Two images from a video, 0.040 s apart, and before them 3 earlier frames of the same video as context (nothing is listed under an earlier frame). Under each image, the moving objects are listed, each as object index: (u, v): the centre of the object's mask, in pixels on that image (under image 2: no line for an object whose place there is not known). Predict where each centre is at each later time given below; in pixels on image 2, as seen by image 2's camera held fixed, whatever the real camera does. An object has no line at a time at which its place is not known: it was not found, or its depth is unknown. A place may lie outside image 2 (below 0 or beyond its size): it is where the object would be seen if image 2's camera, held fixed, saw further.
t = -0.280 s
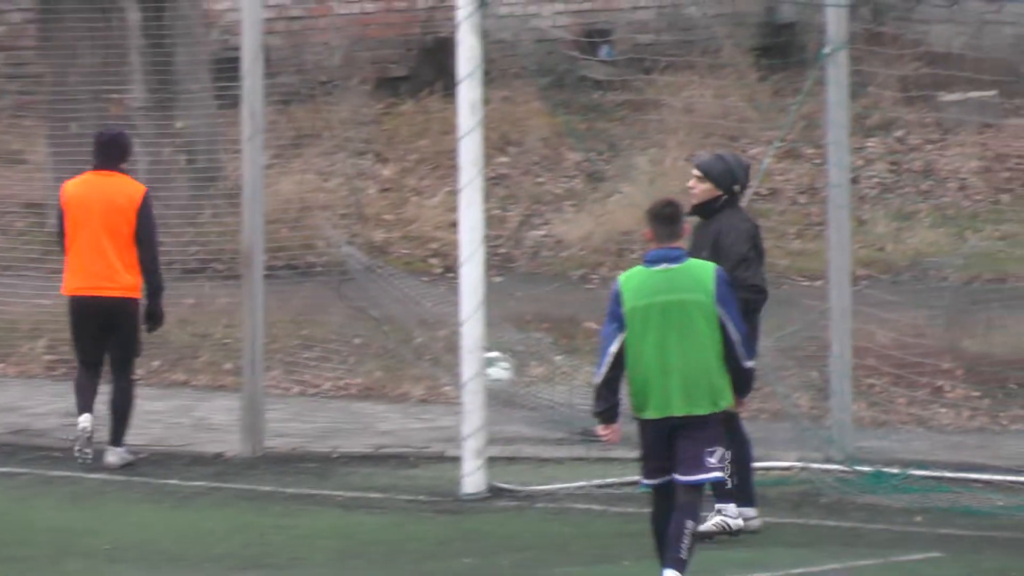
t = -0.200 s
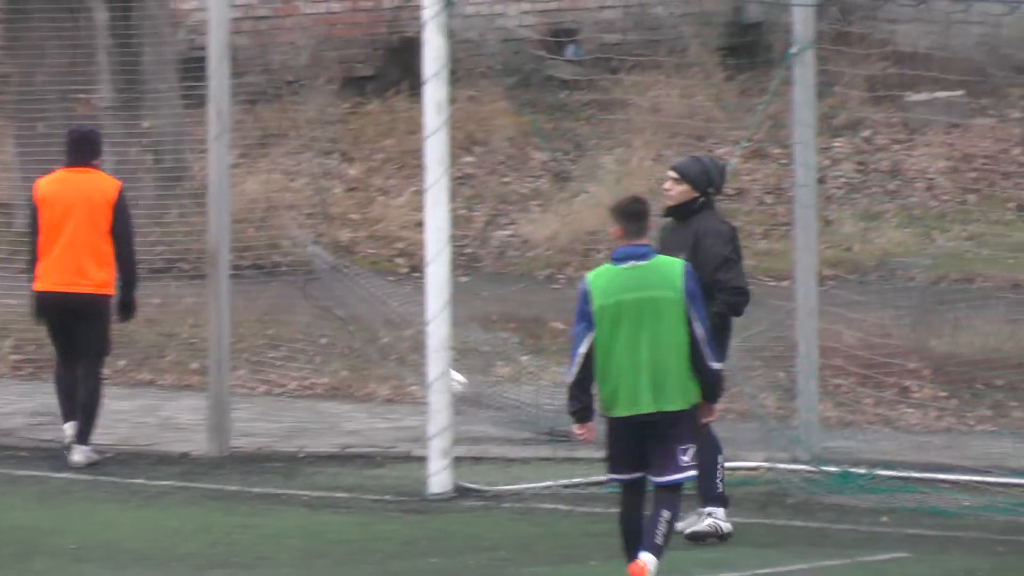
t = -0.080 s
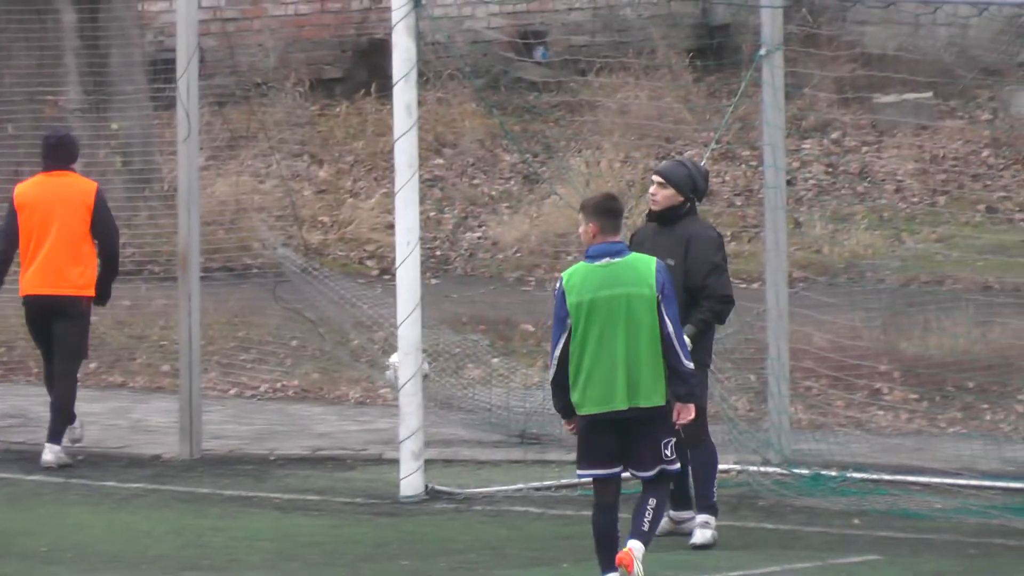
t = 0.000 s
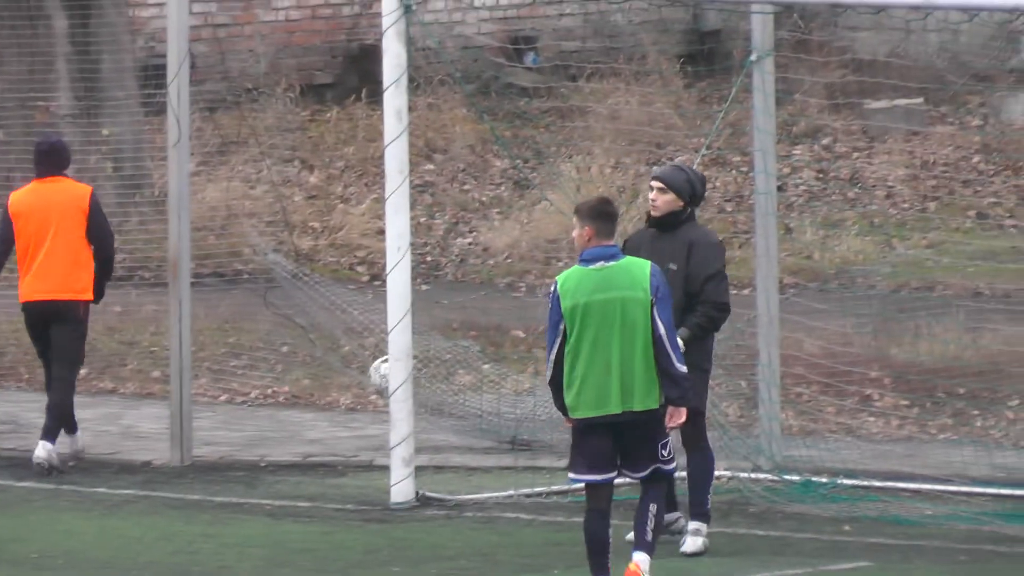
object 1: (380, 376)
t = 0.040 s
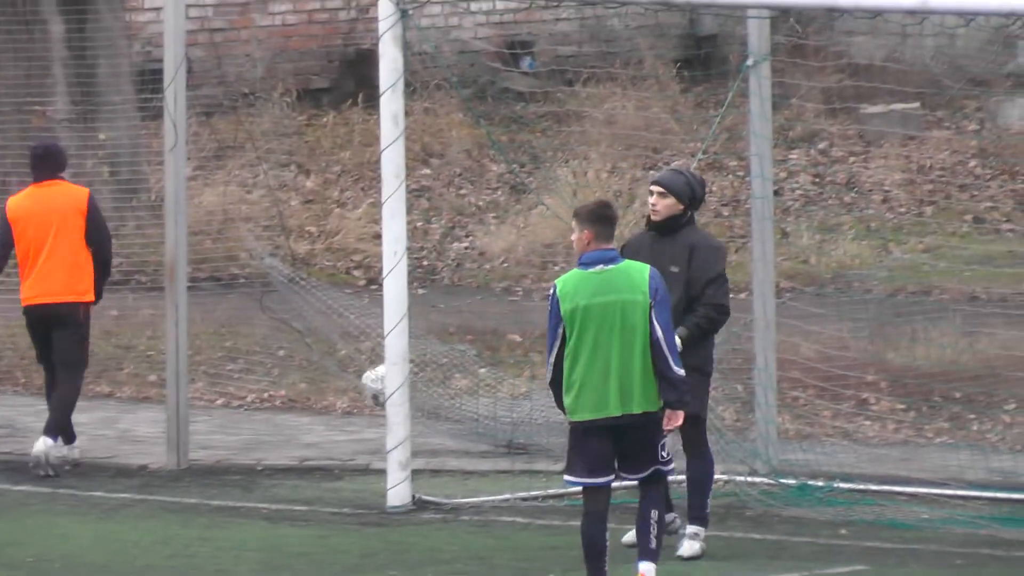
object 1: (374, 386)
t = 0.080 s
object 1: (372, 393)
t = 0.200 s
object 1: (361, 388)
